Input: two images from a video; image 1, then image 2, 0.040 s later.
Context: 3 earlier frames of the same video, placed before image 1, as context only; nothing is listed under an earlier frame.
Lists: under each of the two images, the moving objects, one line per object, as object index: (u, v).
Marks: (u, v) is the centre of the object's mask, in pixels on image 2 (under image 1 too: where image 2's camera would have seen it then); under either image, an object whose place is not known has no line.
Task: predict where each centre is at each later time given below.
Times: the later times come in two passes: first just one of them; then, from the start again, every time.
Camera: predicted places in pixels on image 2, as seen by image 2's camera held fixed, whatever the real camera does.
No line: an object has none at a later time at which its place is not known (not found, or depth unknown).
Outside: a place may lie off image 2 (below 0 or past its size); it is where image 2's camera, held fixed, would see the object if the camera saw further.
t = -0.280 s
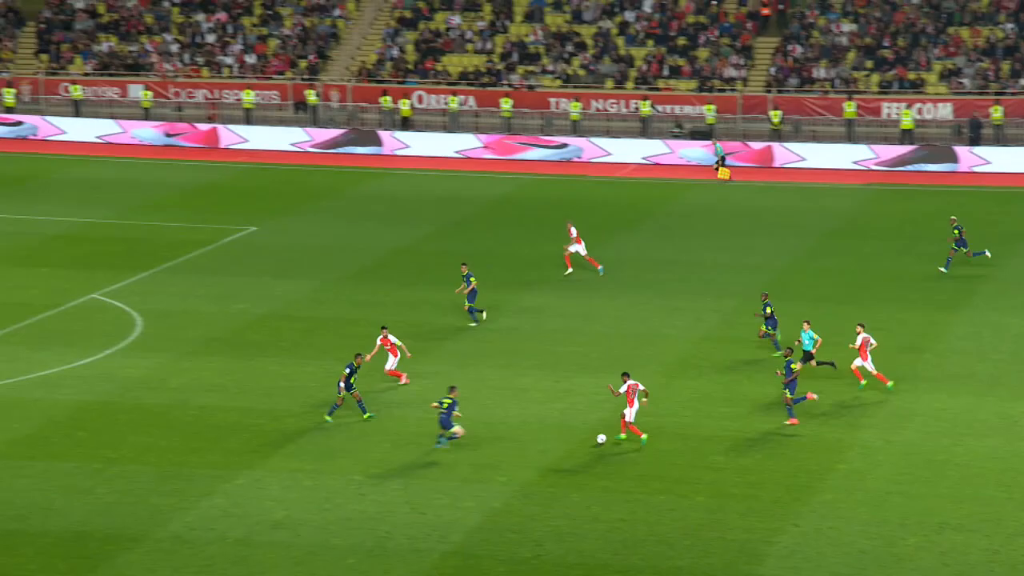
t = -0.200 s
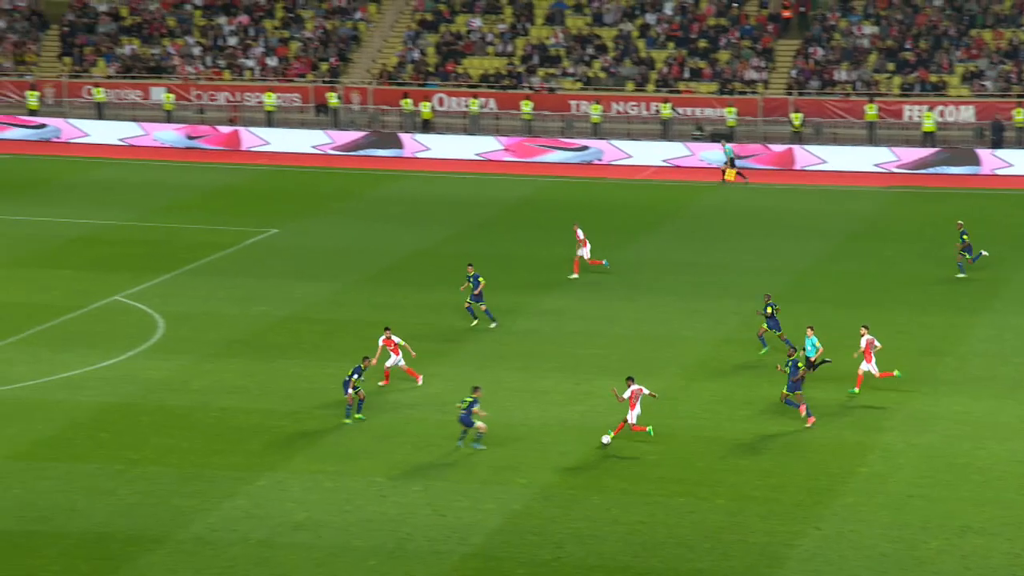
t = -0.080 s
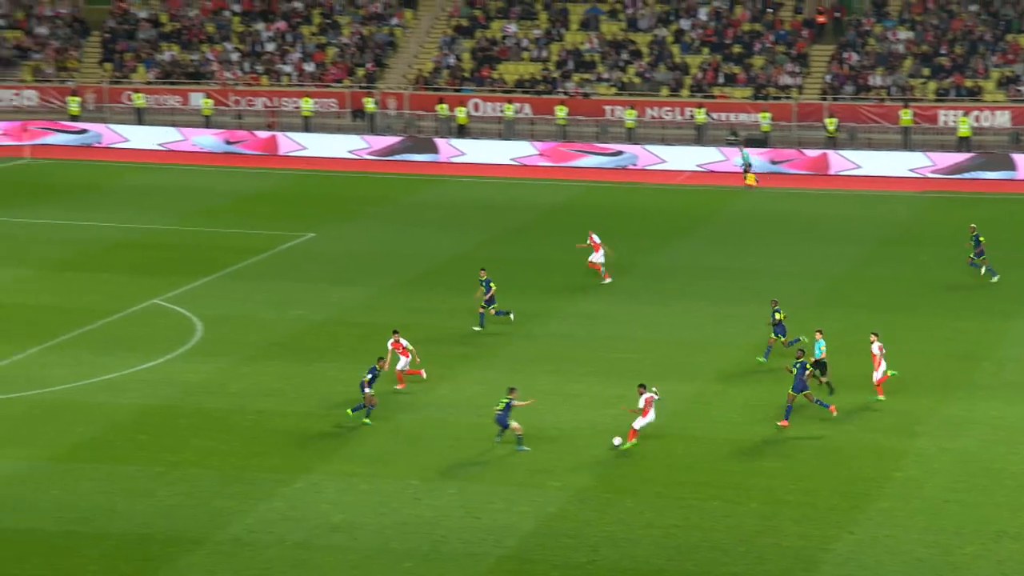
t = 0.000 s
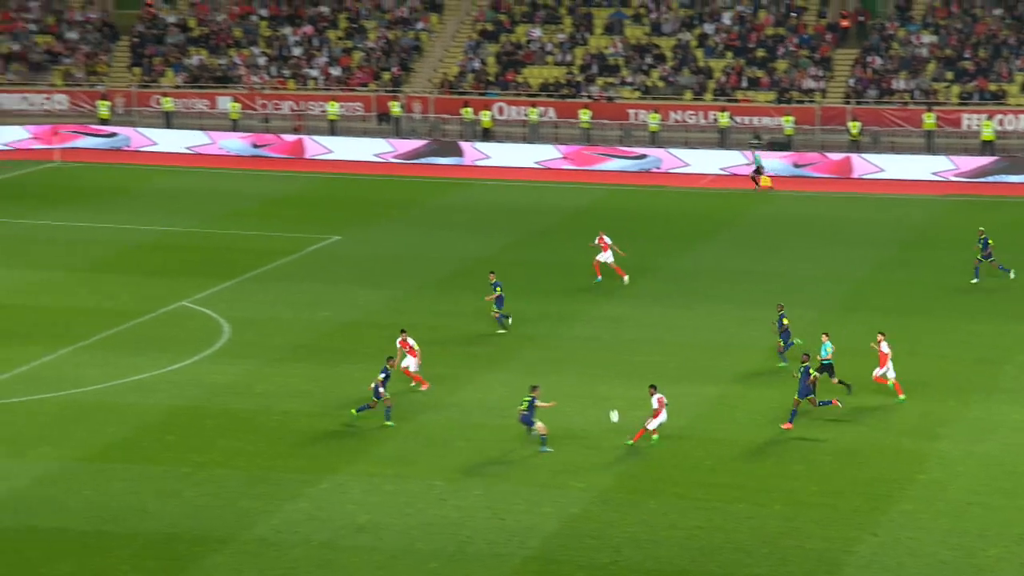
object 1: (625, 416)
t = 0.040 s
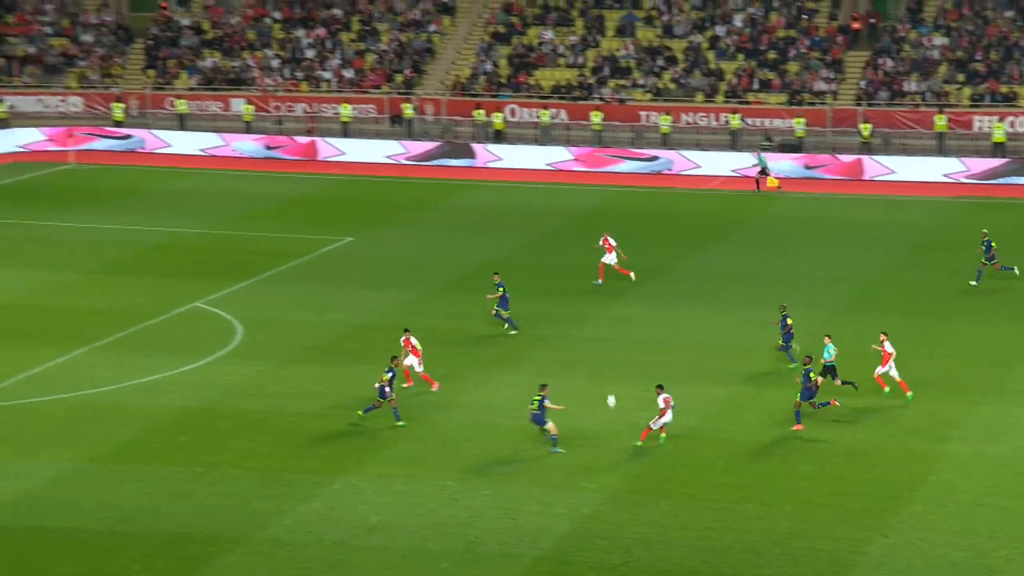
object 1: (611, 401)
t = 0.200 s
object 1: (558, 343)
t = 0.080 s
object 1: (597, 385)
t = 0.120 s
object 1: (583, 370)
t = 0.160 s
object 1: (571, 357)
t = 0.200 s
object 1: (558, 343)
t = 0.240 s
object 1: (546, 331)
